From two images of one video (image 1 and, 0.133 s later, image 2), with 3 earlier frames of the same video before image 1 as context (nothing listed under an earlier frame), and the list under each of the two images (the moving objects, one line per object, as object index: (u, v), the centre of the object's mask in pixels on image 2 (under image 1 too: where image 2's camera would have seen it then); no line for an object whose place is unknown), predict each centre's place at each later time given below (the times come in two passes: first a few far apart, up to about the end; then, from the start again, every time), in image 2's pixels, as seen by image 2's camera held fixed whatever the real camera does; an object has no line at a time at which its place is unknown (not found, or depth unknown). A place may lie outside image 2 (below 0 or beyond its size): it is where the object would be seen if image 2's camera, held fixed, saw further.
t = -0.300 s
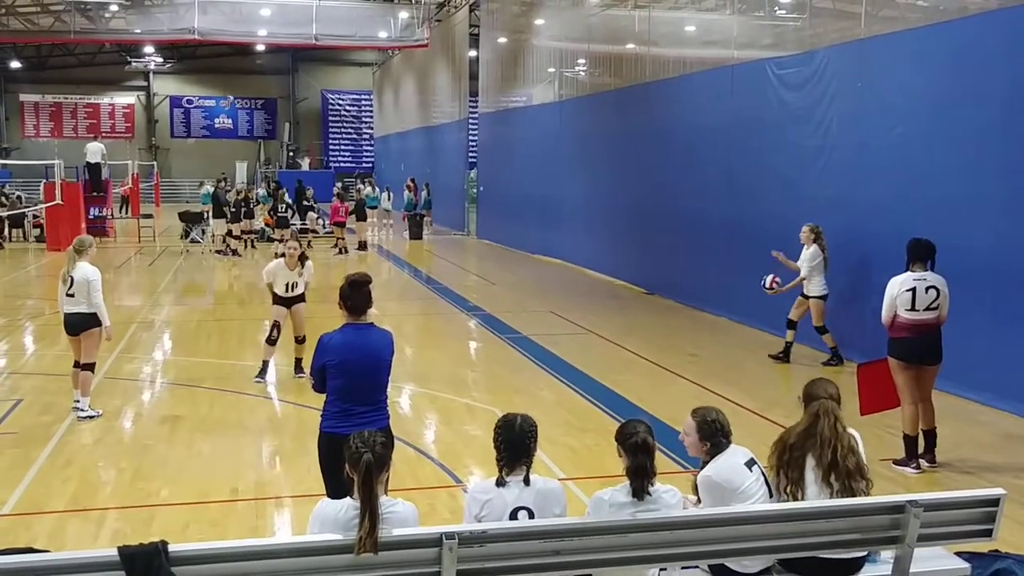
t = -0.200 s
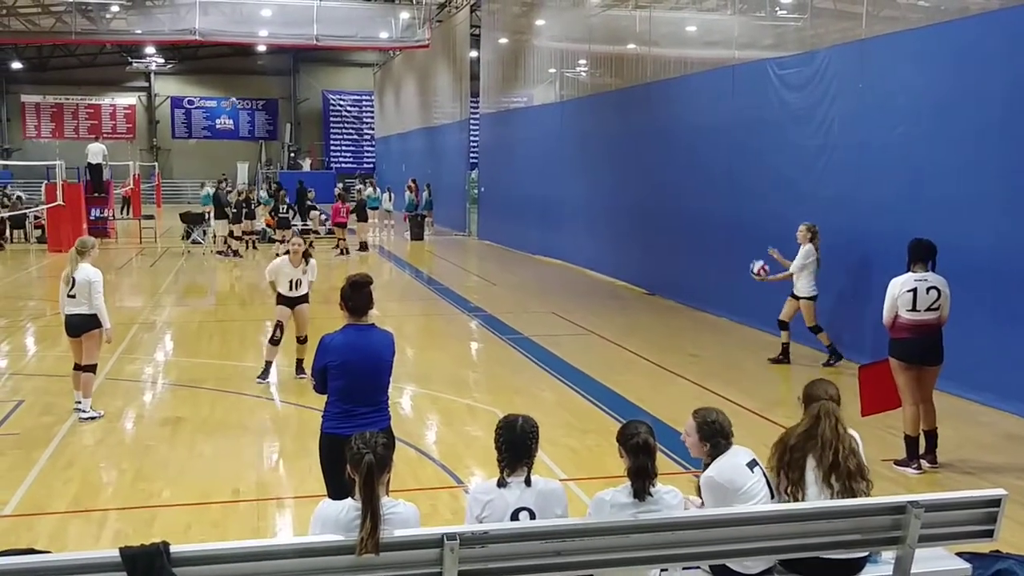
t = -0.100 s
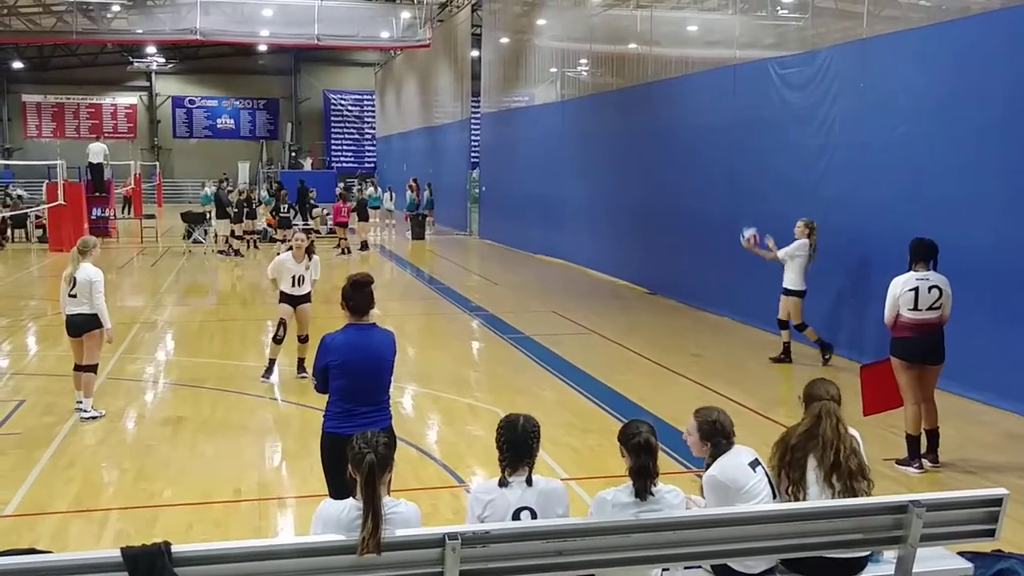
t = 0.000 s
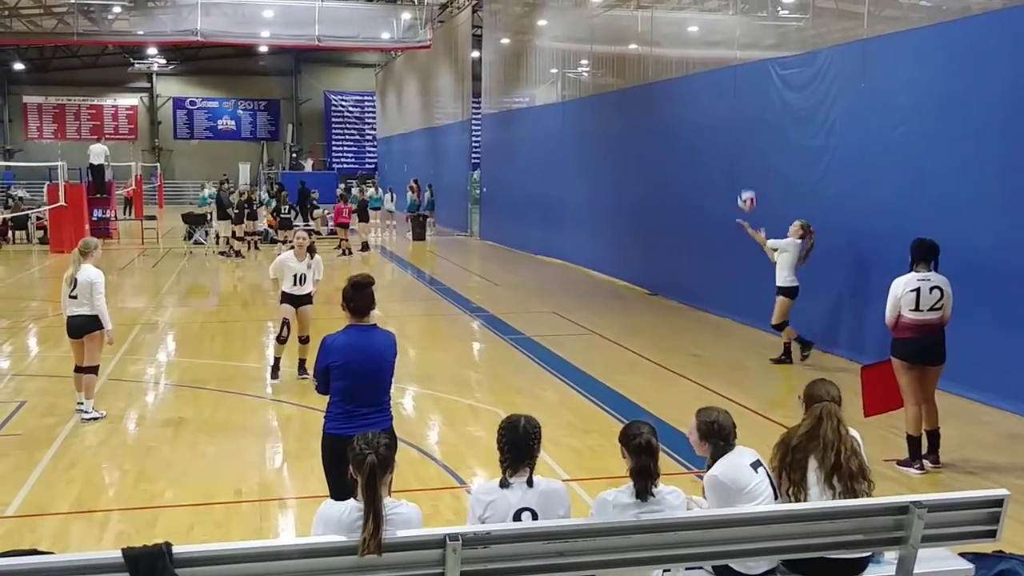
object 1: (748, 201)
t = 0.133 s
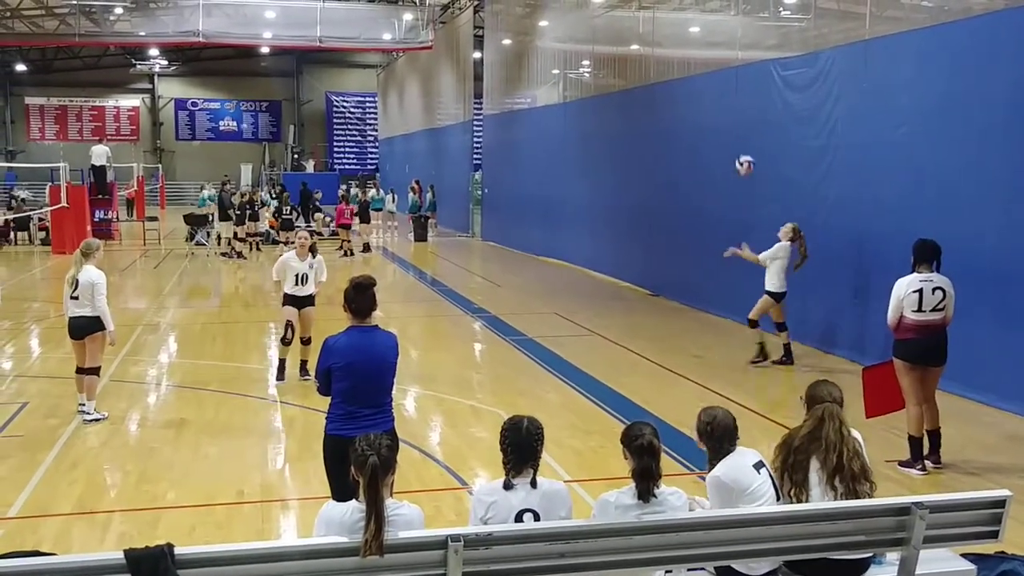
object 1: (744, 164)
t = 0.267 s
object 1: (741, 143)
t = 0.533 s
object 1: (732, 147)
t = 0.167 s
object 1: (744, 157)
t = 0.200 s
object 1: (743, 151)
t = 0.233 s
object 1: (743, 147)
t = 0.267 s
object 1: (741, 143)
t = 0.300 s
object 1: (740, 140)
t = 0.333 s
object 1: (739, 138)
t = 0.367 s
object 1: (738, 137)
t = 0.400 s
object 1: (737, 137)
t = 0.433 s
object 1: (736, 138)
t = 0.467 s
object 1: (734, 140)
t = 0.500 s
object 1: (733, 143)
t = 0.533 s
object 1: (732, 147)
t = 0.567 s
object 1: (731, 152)
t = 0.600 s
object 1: (730, 158)
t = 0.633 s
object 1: (728, 164)
